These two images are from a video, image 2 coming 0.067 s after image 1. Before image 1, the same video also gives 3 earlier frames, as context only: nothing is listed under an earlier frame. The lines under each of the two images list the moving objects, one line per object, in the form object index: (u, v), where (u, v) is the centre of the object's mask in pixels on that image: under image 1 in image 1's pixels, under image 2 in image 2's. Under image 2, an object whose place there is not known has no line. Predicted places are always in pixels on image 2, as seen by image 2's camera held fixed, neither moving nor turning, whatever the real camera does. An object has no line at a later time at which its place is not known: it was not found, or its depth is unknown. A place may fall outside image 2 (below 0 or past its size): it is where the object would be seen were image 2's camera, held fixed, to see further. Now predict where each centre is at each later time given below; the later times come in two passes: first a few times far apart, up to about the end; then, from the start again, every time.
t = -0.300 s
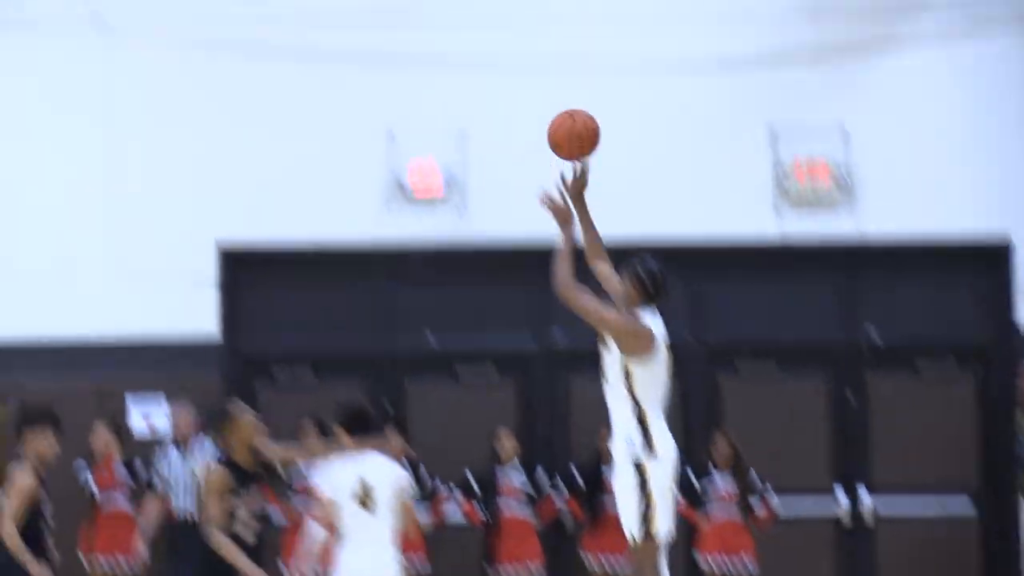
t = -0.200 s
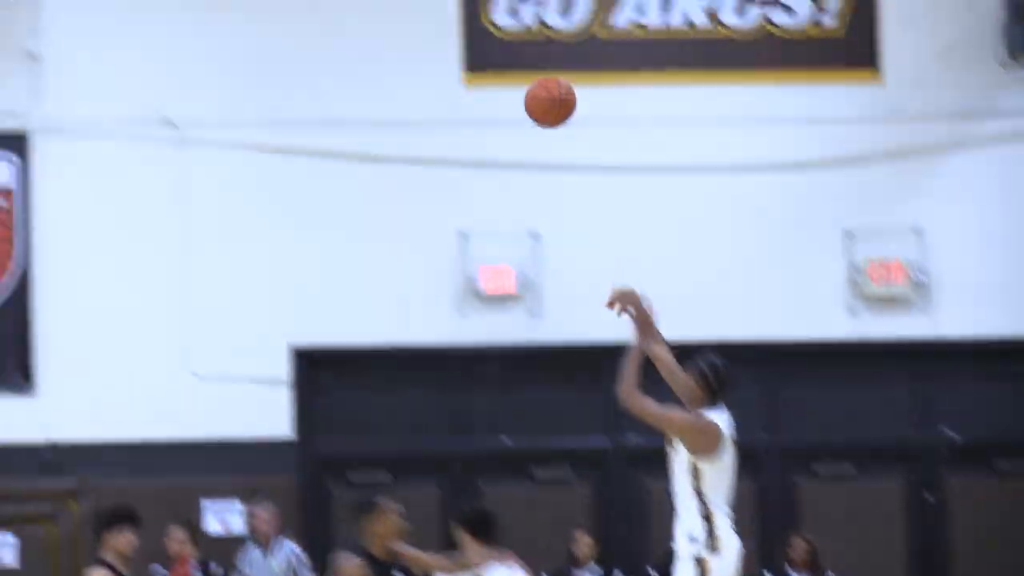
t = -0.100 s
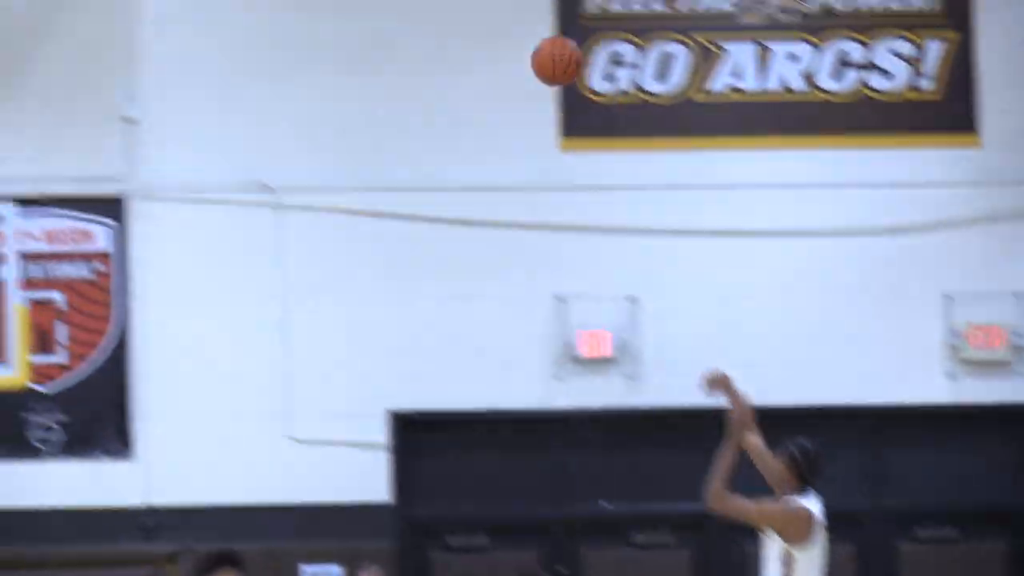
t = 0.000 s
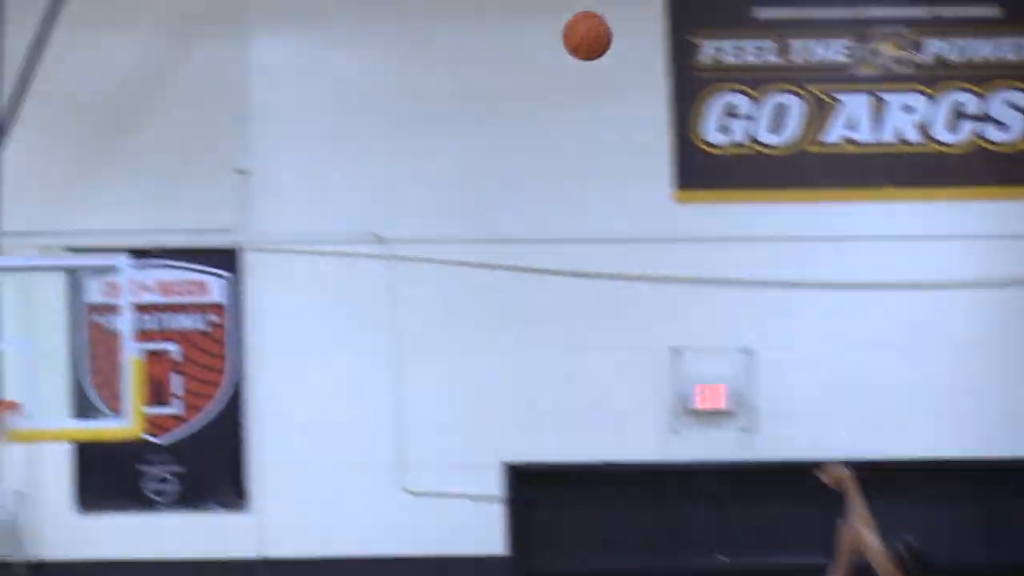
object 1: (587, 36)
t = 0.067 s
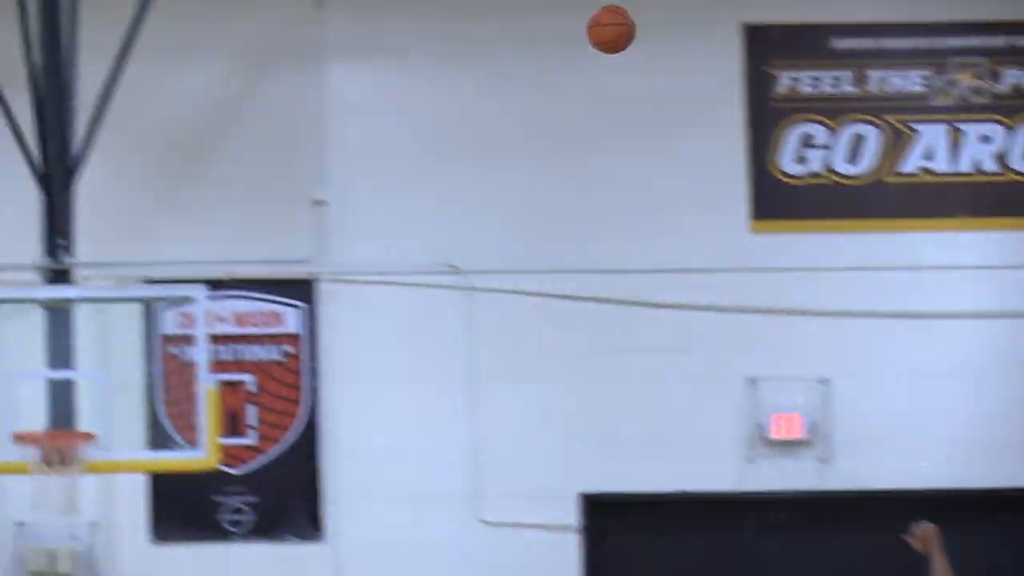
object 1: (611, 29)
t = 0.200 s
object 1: (521, -14)
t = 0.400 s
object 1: (398, -5)
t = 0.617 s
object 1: (275, 77)
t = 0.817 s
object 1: (172, 213)
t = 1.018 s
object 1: (79, 405)
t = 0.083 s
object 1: (599, 21)
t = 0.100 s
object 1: (588, 14)
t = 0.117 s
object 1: (576, 8)
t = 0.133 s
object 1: (565, 2)
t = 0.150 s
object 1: (554, -3)
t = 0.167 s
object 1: (543, -8)
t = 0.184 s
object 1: (531, -12)
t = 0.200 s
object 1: (521, -14)
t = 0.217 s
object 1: (509, -16)
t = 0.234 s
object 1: (499, -18)
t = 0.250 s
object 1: (488, -19)
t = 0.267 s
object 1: (478, -19)
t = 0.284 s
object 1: (469, -19)
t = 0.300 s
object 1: (458, -18)
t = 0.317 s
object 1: (448, -17)
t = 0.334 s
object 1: (437, -15)
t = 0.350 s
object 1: (427, -14)
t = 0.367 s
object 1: (417, -12)
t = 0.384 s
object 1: (407, -9)
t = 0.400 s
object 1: (398, -5)
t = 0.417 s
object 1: (389, 0)
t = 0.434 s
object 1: (380, 5)
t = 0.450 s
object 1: (370, 8)
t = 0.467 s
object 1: (359, 13)
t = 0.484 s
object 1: (350, 19)
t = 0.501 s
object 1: (340, 25)
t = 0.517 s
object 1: (331, 31)
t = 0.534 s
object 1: (321, 37)
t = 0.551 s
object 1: (312, 44)
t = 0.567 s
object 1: (302, 52)
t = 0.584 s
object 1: (293, 59)
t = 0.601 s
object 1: (284, 68)
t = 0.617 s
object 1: (275, 77)
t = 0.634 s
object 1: (266, 86)
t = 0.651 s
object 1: (257, 96)
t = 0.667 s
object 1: (249, 106)
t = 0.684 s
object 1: (240, 116)
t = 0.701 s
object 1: (231, 127)
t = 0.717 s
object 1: (223, 138)
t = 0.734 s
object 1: (214, 150)
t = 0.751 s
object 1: (206, 161)
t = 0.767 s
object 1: (197, 174)
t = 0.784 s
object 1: (189, 186)
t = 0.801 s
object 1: (180, 200)
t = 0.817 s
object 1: (172, 213)
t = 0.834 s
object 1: (164, 227)
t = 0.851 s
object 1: (156, 241)
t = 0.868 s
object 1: (148, 256)
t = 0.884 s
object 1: (141, 271)
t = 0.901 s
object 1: (133, 285)
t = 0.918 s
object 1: (125, 301)
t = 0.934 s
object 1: (117, 318)
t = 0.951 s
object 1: (109, 334)
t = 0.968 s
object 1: (102, 351)
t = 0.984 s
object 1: (94, 369)
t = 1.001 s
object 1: (86, 387)
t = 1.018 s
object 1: (79, 405)
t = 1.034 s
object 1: (72, 419)
